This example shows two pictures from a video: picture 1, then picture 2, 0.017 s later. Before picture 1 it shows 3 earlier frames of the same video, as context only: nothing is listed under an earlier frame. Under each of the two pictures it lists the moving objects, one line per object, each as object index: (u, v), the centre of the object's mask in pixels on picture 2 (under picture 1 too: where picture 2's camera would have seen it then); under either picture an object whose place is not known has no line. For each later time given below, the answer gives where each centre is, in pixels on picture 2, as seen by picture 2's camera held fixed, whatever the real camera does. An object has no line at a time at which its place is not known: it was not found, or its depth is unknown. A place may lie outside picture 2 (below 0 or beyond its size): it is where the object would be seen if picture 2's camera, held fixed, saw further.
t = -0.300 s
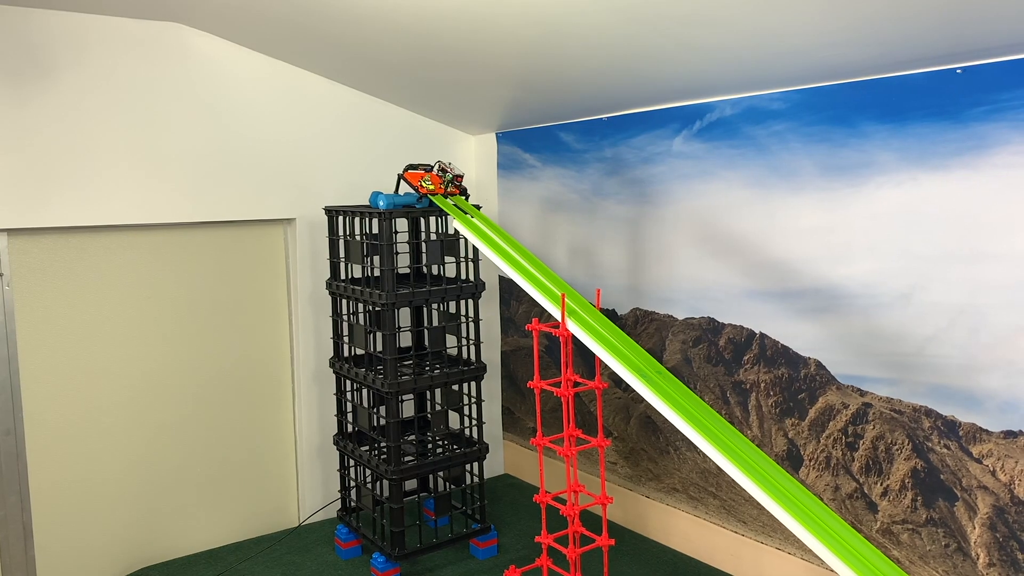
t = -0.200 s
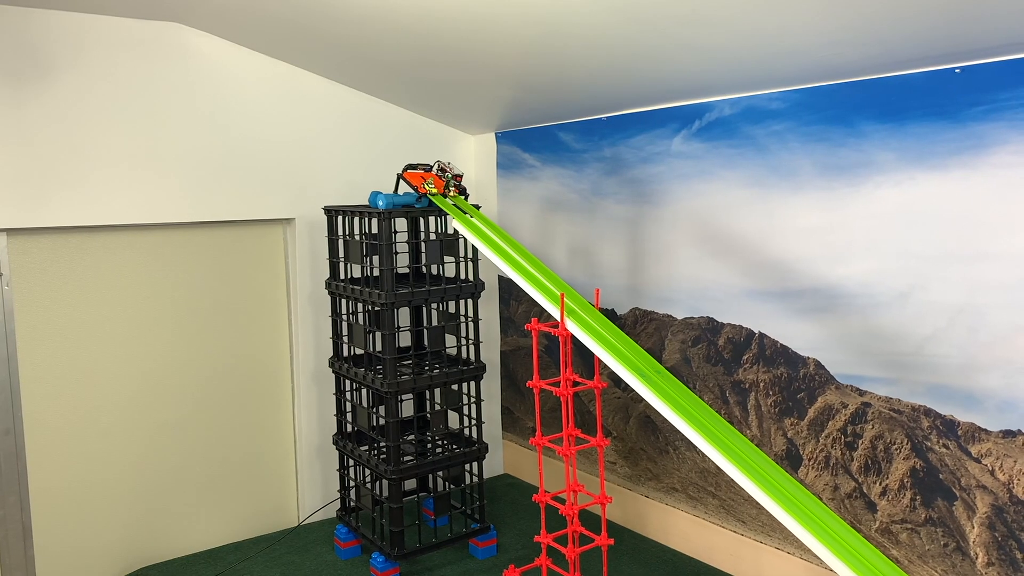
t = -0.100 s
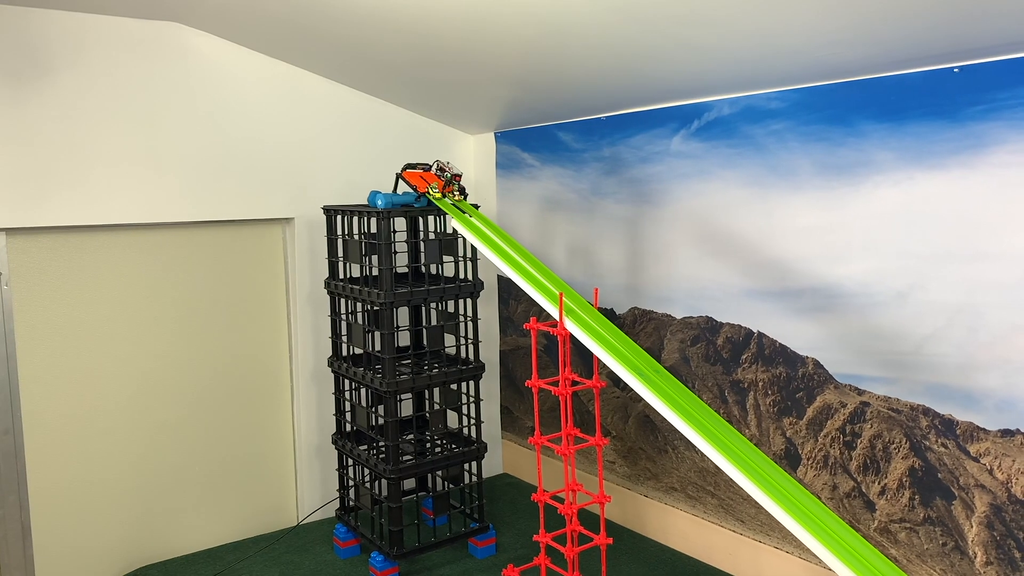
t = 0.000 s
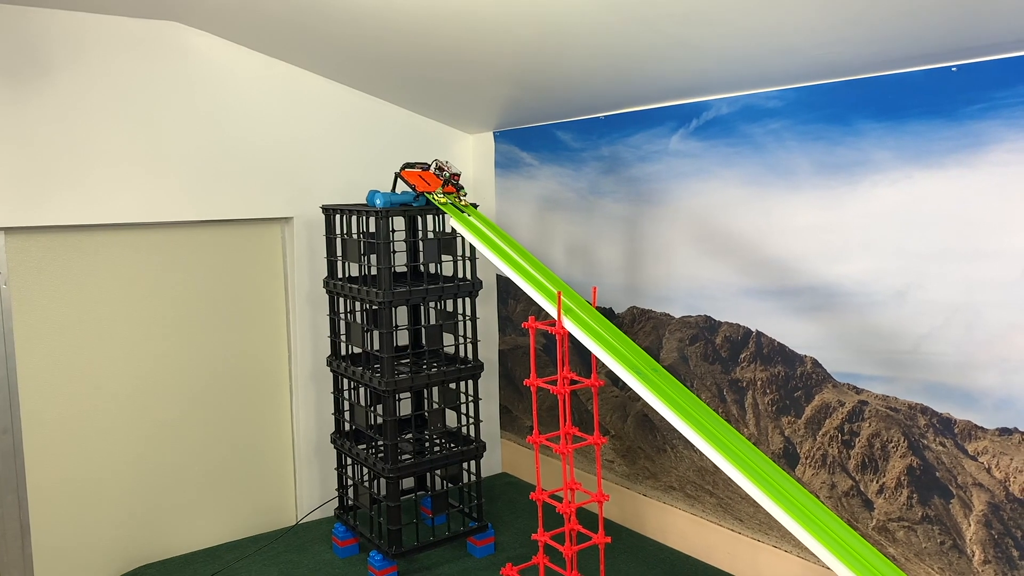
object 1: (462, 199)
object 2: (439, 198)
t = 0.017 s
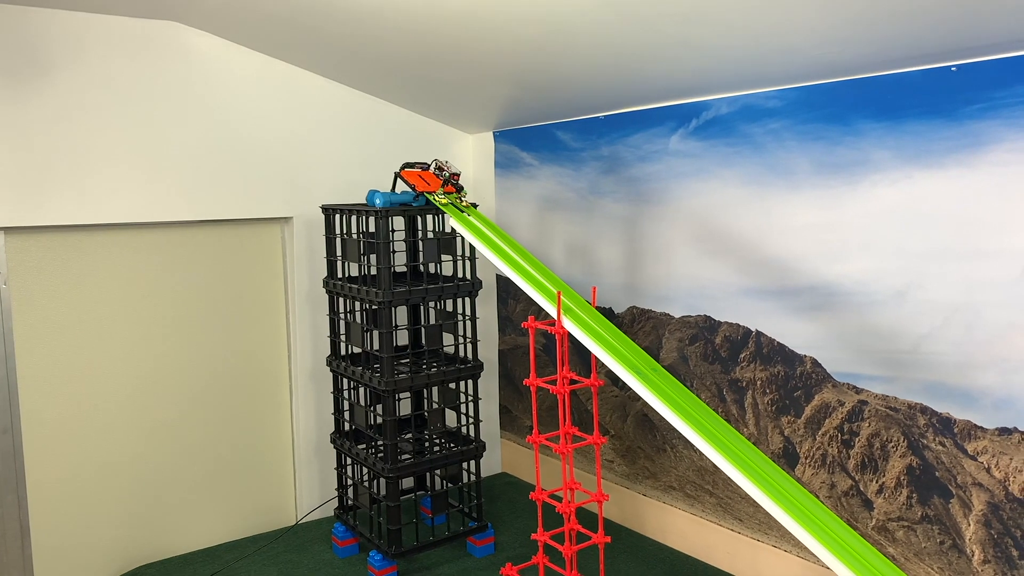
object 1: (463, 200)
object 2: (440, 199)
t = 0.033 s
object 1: (465, 202)
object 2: (441, 199)
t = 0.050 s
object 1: (467, 202)
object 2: (442, 200)
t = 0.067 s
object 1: (469, 203)
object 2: (444, 202)
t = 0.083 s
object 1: (470, 204)
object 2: (445, 203)
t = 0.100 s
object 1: (472, 205)
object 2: (447, 204)
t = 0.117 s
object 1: (473, 207)
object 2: (449, 206)
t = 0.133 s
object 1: (474, 208)
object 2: (450, 207)
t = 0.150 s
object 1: (476, 209)
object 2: (452, 208)
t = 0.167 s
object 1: (478, 211)
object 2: (454, 209)
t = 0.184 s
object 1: (479, 212)
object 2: (455, 211)
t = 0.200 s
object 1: (482, 213)
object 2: (457, 212)
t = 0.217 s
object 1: (484, 215)
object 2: (460, 214)
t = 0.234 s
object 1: (486, 217)
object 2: (462, 215)
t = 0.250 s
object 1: (489, 219)
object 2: (464, 217)
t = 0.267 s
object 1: (491, 220)
